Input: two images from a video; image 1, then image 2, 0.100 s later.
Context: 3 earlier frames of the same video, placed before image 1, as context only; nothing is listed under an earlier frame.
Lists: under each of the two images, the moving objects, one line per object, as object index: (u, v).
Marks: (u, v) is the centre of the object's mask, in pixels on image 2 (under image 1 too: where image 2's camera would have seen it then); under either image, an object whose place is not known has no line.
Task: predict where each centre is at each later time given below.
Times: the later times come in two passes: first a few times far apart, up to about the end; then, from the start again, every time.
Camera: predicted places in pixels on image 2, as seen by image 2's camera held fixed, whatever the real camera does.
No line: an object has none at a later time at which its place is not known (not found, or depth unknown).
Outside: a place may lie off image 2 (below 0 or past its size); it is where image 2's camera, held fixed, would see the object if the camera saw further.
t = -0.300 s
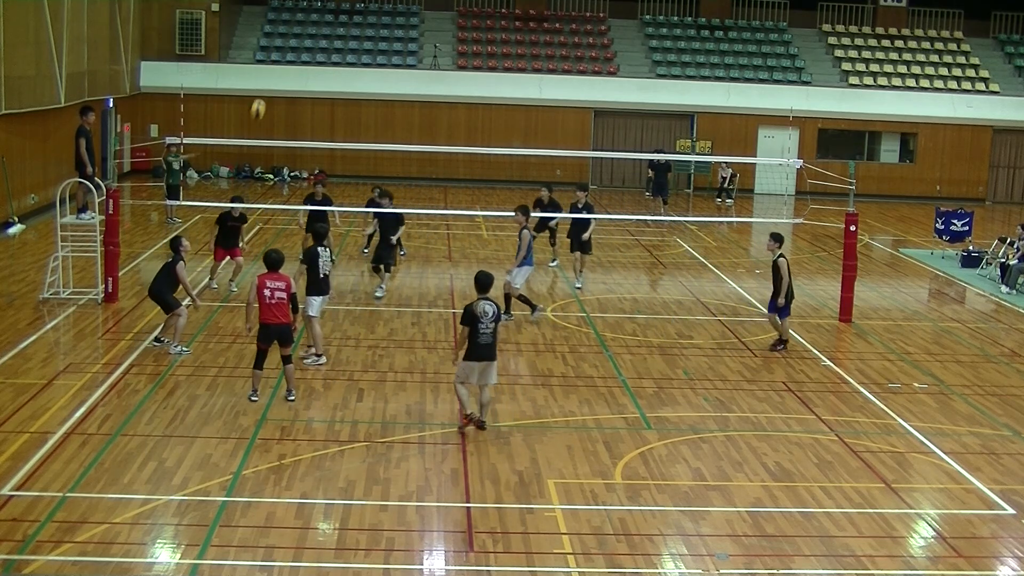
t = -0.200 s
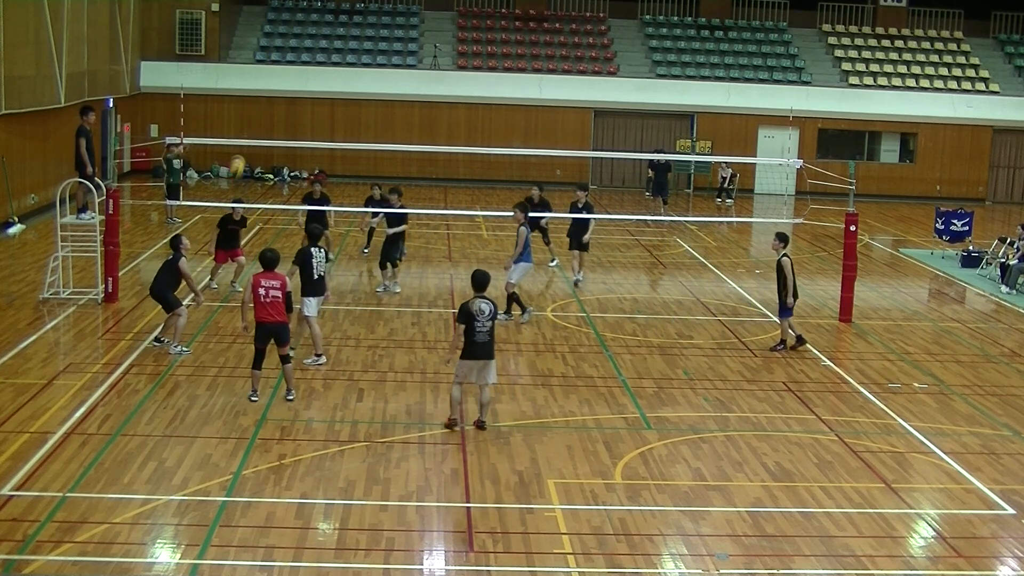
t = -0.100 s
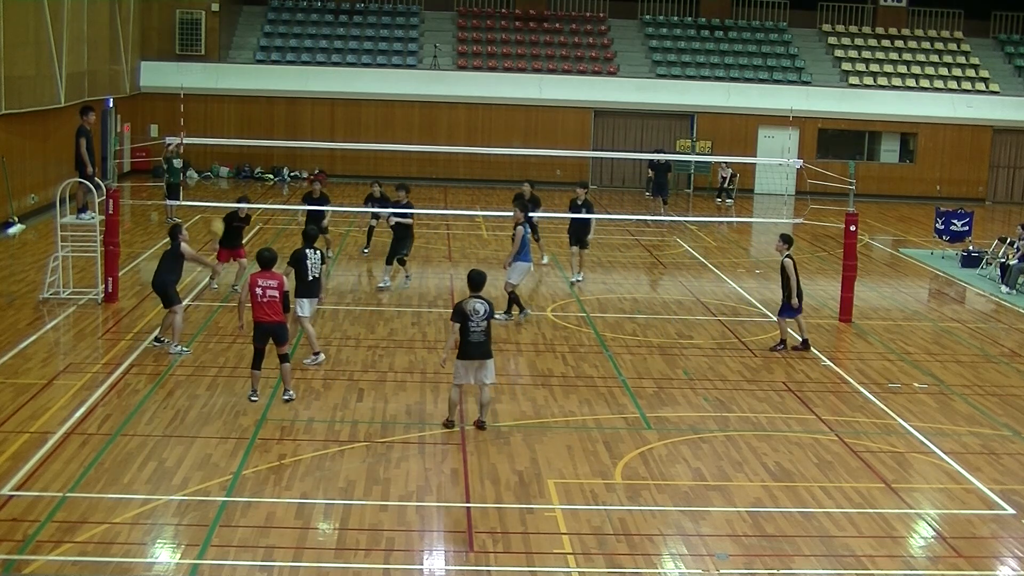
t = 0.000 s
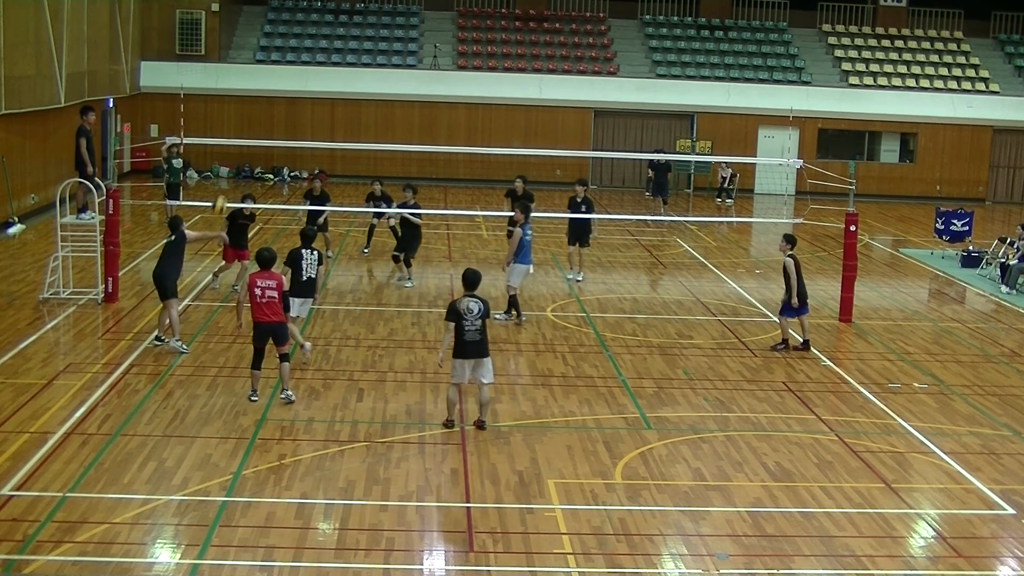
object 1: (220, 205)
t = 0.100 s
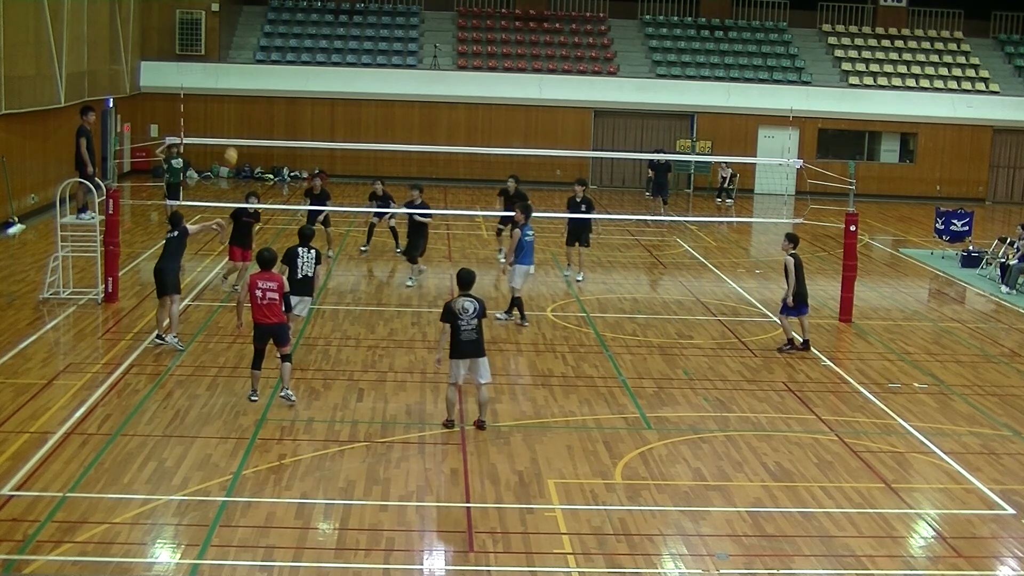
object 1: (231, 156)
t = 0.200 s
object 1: (241, 119)
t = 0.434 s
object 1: (263, 69)
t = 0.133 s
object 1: (234, 143)
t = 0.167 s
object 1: (238, 130)
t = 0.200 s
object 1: (241, 119)
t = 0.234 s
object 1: (245, 109)
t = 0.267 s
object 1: (248, 100)
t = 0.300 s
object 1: (250, 93)
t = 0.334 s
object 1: (253, 85)
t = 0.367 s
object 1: (257, 78)
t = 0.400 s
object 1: (259, 74)
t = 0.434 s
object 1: (263, 69)
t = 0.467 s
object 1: (266, 65)
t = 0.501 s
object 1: (268, 63)
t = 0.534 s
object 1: (271, 61)
